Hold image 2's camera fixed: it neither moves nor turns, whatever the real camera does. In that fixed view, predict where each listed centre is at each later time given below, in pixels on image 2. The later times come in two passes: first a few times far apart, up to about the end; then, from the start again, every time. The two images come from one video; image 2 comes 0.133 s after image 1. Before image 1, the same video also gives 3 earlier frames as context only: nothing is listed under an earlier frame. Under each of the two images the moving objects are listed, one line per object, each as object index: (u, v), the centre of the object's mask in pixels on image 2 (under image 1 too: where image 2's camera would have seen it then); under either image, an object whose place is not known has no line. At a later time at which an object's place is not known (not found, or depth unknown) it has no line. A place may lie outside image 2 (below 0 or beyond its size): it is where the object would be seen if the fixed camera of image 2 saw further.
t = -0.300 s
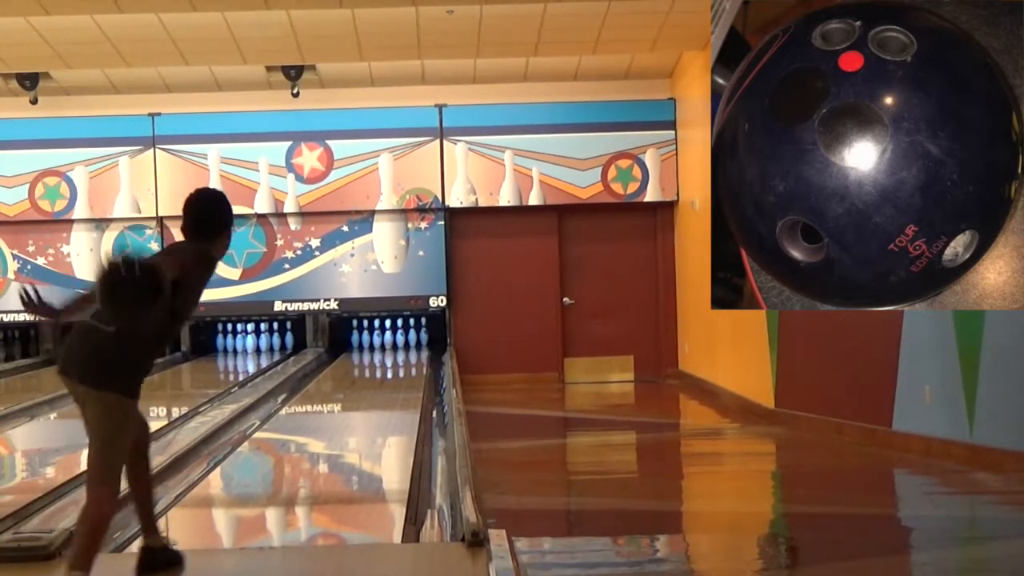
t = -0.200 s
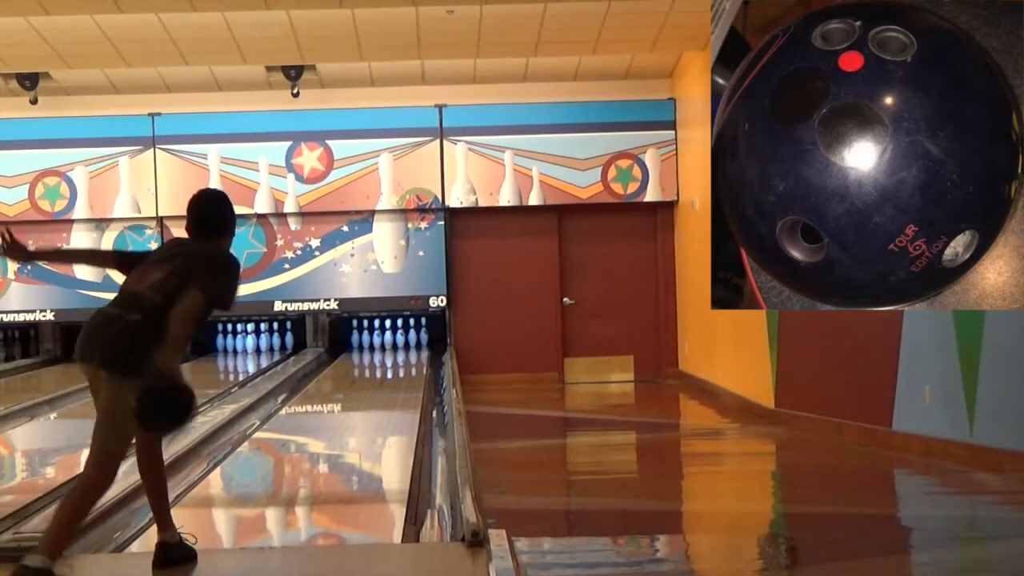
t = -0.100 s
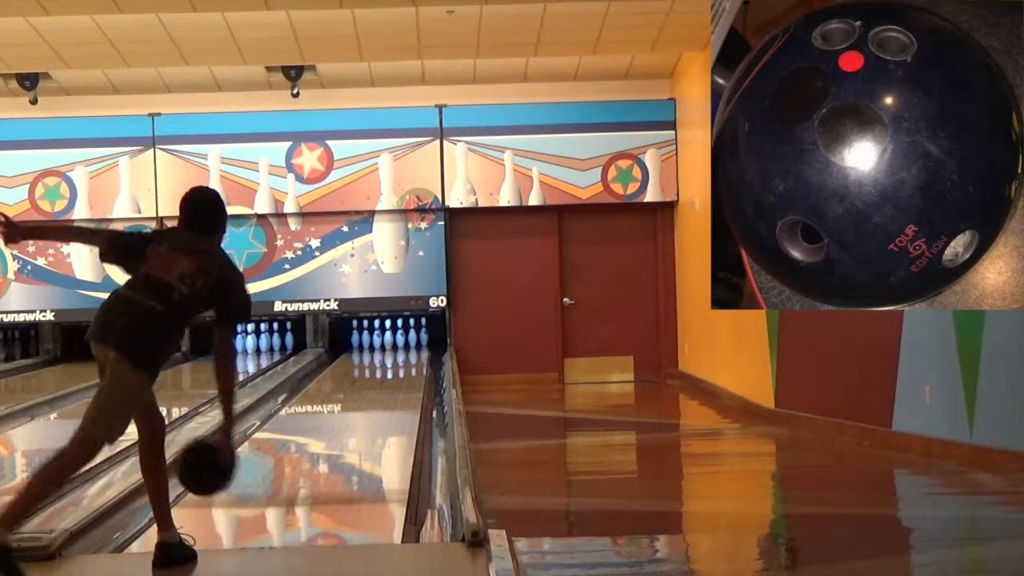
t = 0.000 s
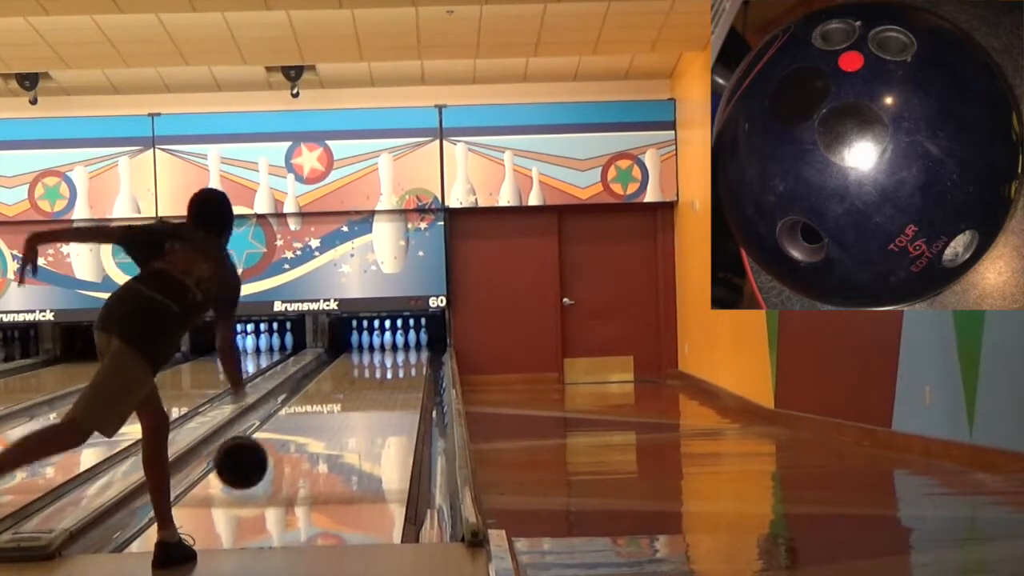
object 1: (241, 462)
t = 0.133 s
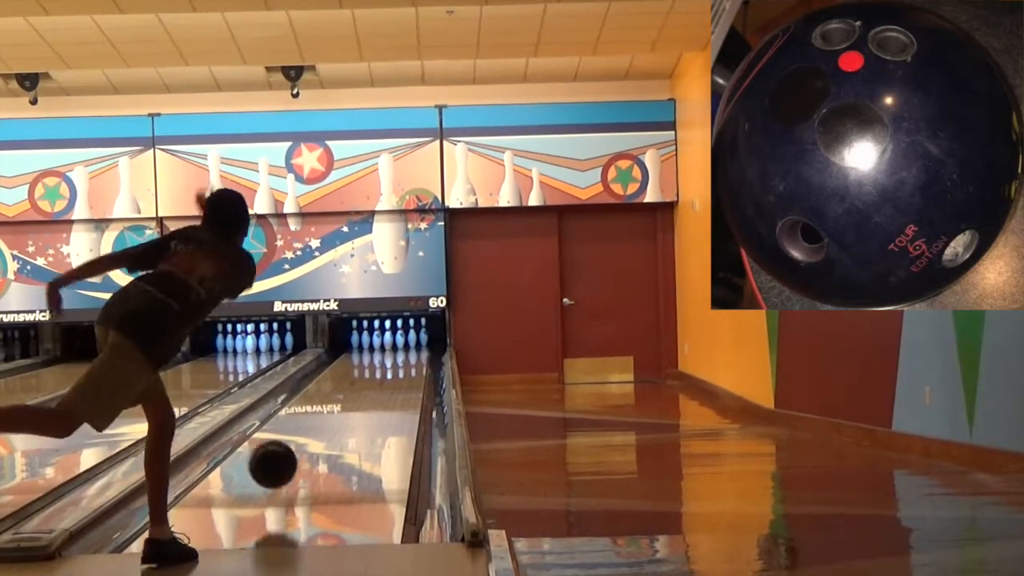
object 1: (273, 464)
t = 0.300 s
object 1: (304, 455)
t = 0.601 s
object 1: (342, 424)
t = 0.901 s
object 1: (369, 402)
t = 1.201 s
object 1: (388, 384)
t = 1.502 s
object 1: (401, 371)
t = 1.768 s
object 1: (408, 362)
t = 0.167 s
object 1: (280, 471)
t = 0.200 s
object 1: (286, 473)
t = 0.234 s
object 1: (292, 465)
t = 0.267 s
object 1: (298, 459)
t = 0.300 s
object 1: (304, 455)
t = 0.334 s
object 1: (309, 454)
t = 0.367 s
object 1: (314, 450)
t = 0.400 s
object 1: (318, 446)
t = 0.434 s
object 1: (323, 442)
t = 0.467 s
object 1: (327, 439)
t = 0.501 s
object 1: (331, 434)
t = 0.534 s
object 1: (335, 431)
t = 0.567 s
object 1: (339, 428)
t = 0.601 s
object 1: (342, 424)
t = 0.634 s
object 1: (346, 422)
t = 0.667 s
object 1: (349, 419)
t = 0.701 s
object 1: (352, 416)
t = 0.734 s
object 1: (355, 413)
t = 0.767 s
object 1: (358, 411)
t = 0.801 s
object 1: (361, 408)
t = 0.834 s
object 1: (364, 406)
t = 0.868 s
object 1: (367, 404)
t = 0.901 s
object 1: (369, 402)
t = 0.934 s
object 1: (371, 399)
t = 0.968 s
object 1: (374, 397)
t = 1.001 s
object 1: (376, 395)
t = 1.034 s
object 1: (378, 393)
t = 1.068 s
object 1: (380, 391)
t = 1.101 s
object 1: (382, 389)
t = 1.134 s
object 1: (384, 387)
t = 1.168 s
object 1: (386, 385)
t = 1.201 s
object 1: (388, 384)
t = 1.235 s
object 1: (390, 382)
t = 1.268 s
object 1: (391, 381)
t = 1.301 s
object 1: (393, 379)
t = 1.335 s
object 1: (394, 377)
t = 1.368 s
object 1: (396, 376)
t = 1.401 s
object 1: (397, 375)
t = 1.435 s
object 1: (398, 374)
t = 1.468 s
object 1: (400, 372)
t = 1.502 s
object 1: (401, 371)
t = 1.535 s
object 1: (402, 369)
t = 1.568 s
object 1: (403, 368)
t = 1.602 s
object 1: (404, 367)
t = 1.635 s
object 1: (405, 366)
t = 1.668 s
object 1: (406, 364)
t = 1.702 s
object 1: (407, 364)
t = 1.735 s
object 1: (407, 363)
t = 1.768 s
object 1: (408, 362)
